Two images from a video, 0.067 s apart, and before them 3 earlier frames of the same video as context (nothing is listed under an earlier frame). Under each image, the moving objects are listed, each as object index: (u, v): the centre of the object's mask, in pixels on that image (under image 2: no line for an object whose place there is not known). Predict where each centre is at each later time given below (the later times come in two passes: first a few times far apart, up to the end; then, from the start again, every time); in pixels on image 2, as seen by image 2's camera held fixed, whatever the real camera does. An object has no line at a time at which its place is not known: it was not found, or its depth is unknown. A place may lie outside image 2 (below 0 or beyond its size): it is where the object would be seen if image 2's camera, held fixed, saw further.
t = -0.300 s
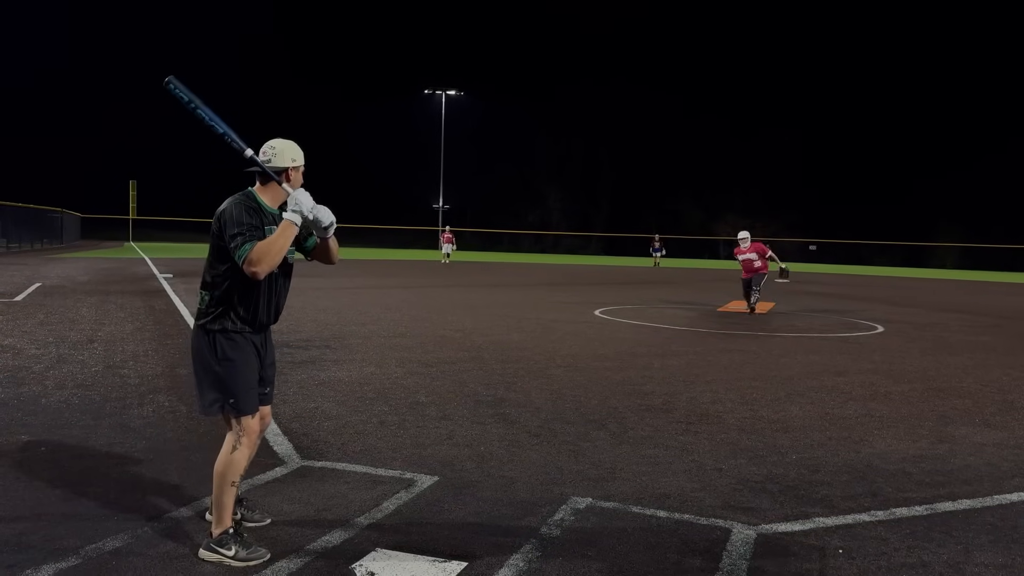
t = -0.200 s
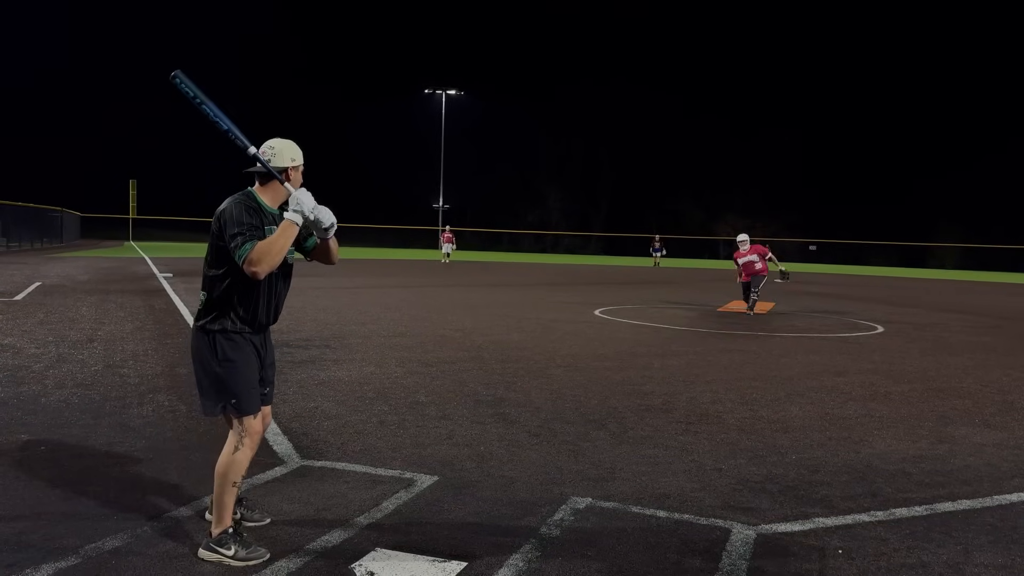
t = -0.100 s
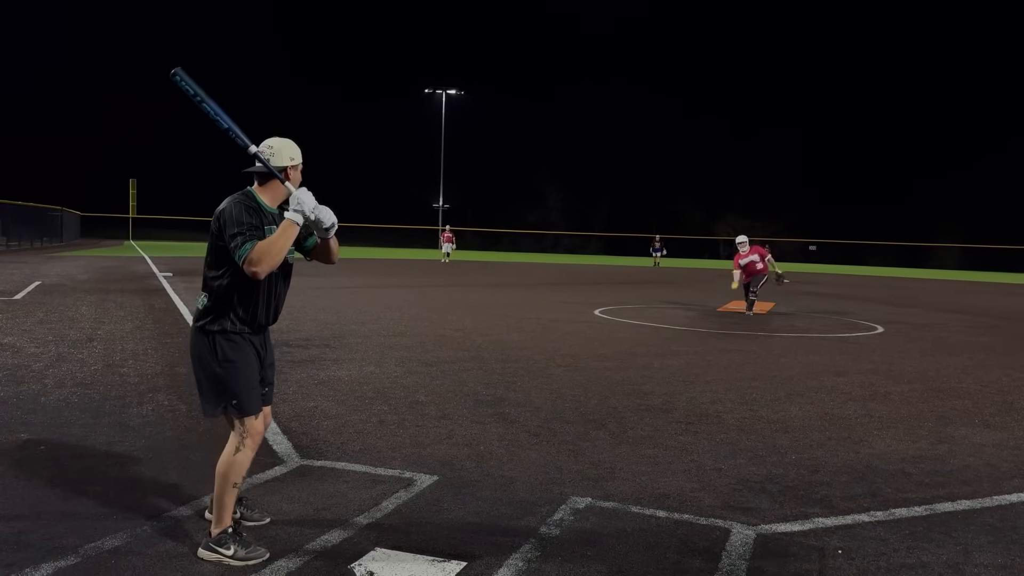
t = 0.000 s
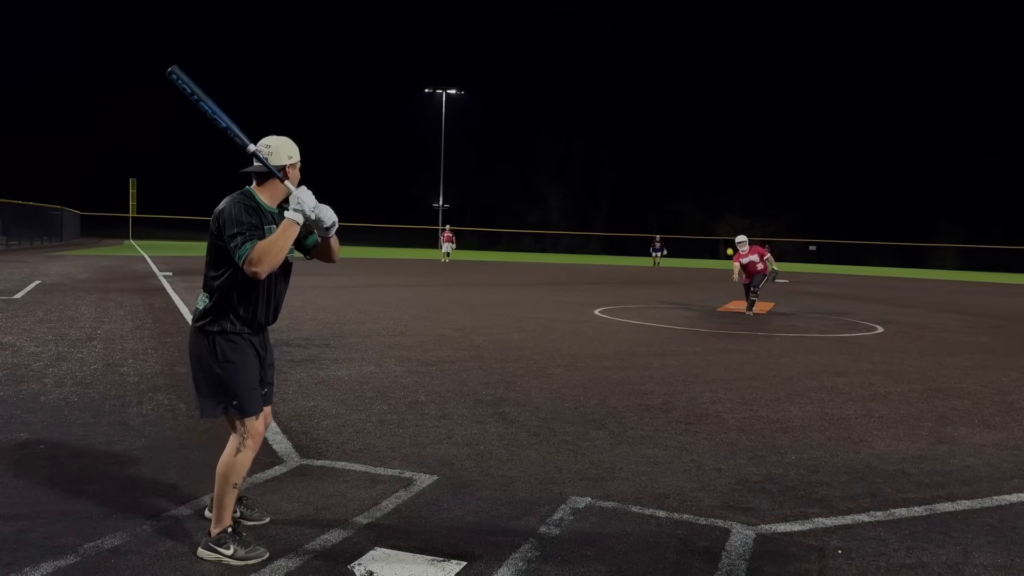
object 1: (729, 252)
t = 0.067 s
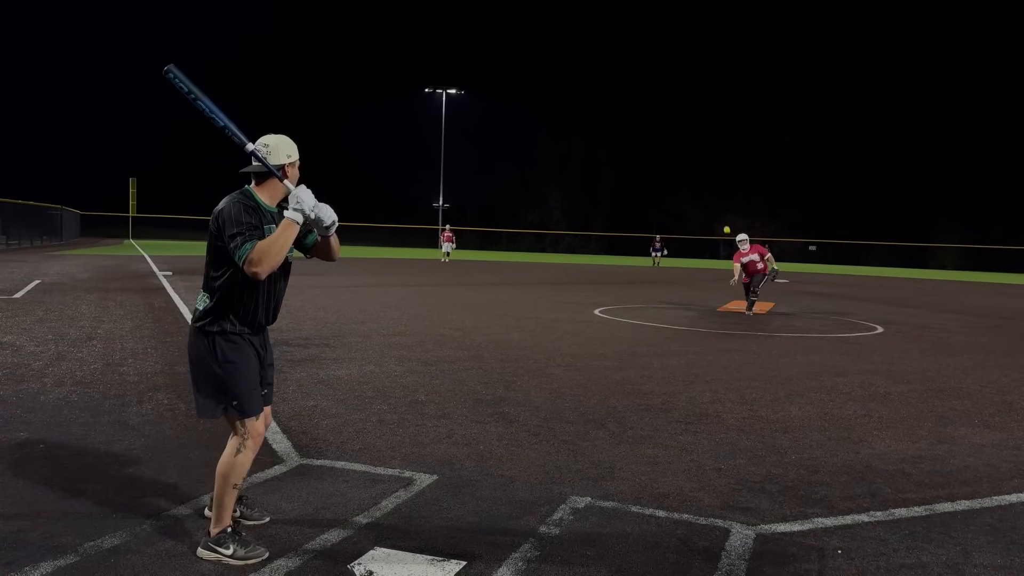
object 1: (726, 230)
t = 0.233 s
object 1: (718, 178)
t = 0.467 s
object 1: (699, 118)
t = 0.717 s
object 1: (665, 82)
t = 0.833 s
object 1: (642, 83)
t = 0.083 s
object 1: (726, 224)
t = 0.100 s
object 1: (725, 219)
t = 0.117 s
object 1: (724, 214)
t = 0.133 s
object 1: (723, 209)
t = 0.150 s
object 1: (722, 203)
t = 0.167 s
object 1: (722, 198)
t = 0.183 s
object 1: (721, 193)
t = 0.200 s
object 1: (720, 188)
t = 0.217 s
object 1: (719, 183)
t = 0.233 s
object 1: (718, 178)
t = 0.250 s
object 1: (717, 173)
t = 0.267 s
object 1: (716, 169)
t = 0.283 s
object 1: (715, 164)
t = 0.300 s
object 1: (713, 159)
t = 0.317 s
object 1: (712, 155)
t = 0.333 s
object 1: (711, 150)
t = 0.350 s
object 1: (710, 146)
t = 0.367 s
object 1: (708, 142)
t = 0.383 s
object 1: (707, 138)
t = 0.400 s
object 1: (706, 134)
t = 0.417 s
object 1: (704, 129)
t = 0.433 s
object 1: (703, 126)
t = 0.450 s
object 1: (701, 122)
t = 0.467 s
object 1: (699, 118)
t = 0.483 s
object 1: (697, 115)
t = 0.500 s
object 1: (696, 111)
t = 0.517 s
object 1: (694, 108)
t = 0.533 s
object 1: (692, 105)
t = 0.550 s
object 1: (690, 102)
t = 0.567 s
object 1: (688, 99)
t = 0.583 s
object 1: (686, 96)
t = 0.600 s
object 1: (683, 94)
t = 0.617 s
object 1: (681, 91)
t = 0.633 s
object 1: (679, 89)
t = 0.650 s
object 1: (676, 87)
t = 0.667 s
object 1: (674, 86)
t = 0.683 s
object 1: (671, 84)
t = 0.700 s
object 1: (668, 83)
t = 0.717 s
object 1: (665, 82)
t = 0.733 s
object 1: (663, 81)
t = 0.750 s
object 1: (659, 81)
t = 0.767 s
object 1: (656, 80)
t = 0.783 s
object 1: (653, 80)
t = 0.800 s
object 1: (649, 81)
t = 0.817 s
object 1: (646, 82)
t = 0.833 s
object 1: (642, 83)
